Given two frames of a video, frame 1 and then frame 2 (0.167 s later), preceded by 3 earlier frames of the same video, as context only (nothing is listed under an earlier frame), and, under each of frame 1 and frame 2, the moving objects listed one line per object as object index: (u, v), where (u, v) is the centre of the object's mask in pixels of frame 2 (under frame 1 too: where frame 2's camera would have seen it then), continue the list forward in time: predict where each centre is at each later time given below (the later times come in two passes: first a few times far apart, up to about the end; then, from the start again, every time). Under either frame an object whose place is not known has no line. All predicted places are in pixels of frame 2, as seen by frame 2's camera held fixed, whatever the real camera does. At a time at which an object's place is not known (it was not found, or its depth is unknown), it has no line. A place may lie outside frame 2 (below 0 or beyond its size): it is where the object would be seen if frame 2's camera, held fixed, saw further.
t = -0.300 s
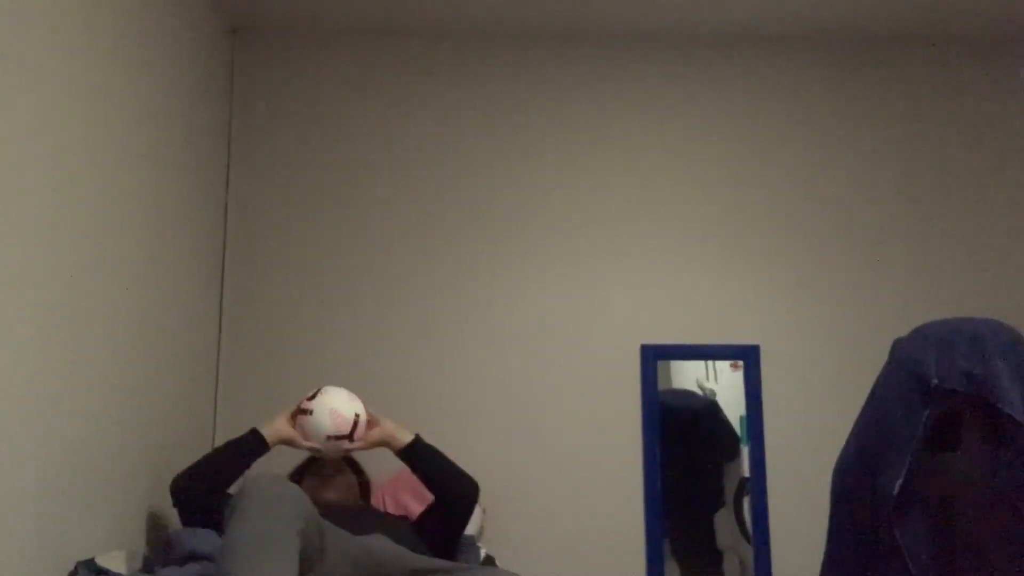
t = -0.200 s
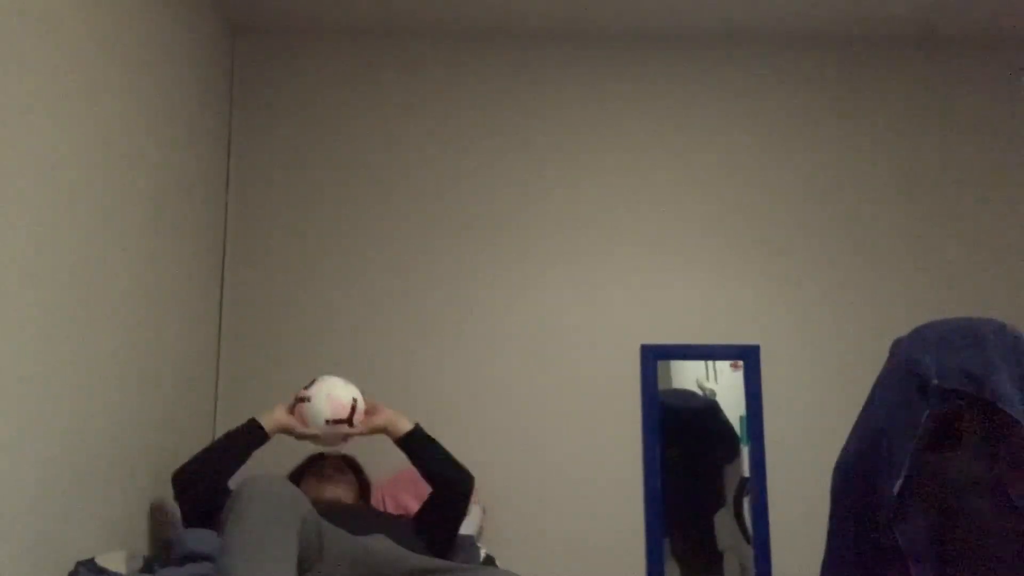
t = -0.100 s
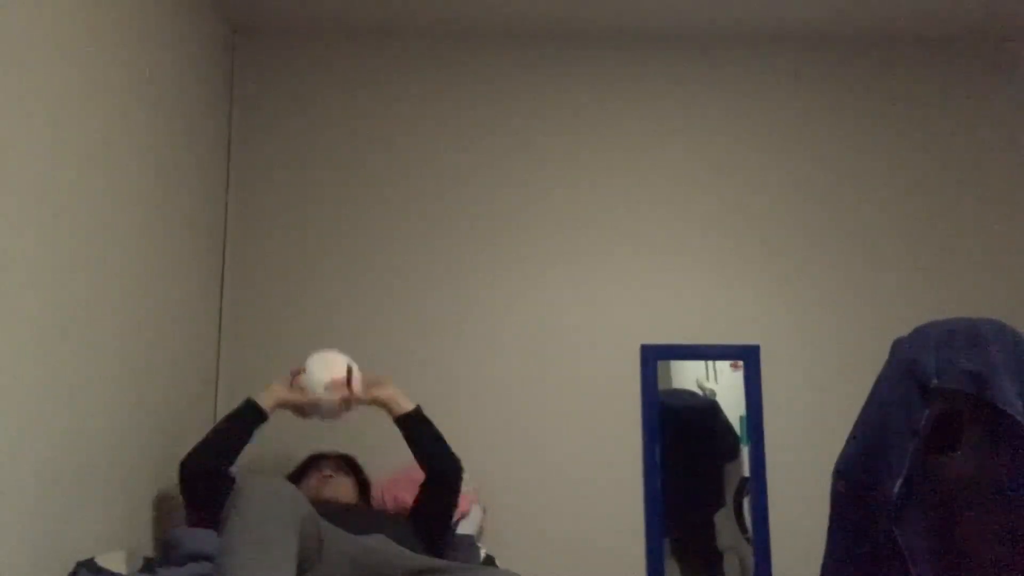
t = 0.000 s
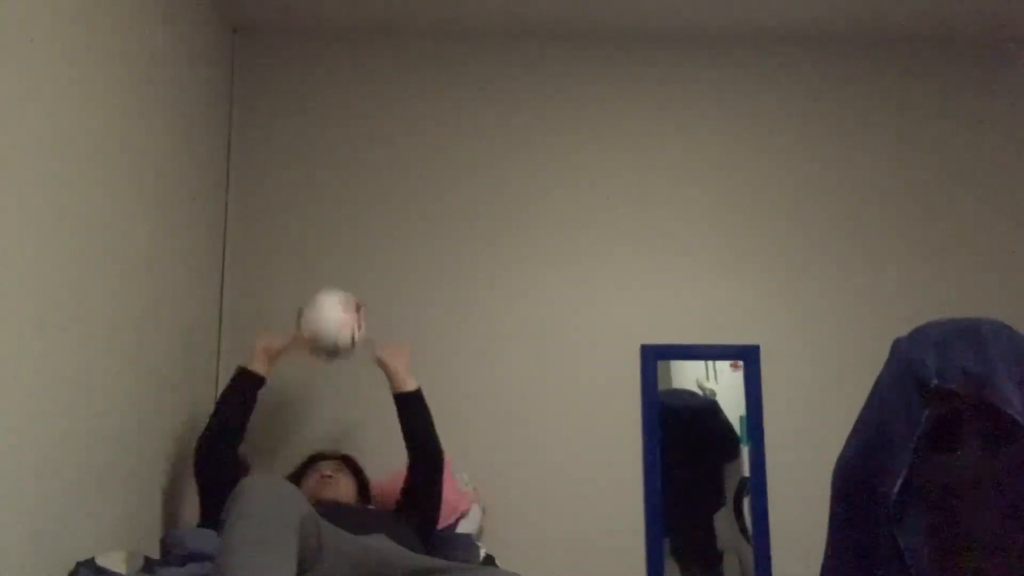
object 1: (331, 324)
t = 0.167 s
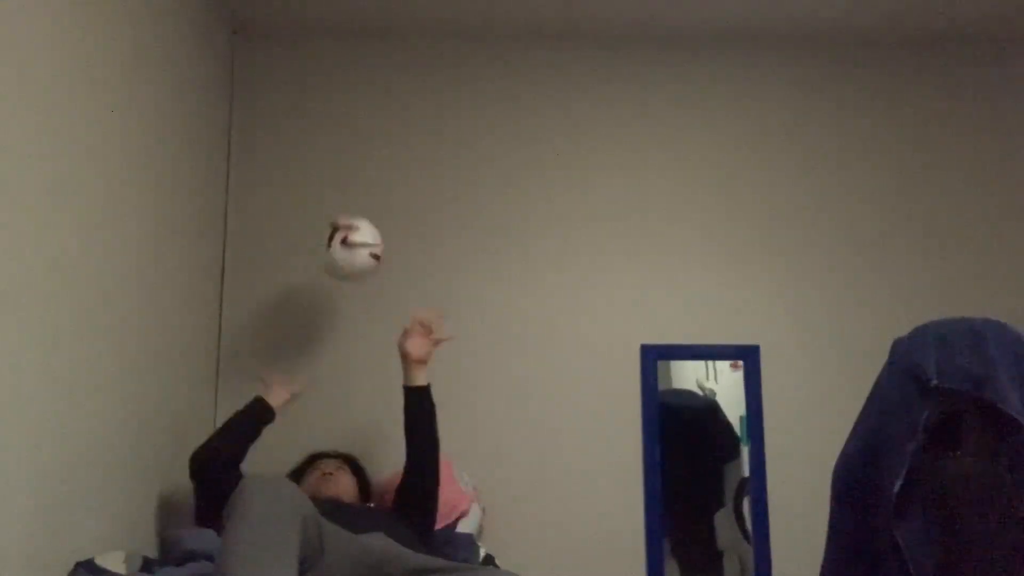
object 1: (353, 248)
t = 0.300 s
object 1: (364, 247)
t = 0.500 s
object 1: (381, 354)
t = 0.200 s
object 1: (354, 245)
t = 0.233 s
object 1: (356, 243)
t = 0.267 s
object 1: (359, 244)
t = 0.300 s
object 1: (364, 247)
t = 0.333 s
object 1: (368, 254)
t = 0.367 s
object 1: (372, 267)
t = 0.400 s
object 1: (374, 287)
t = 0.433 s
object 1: (376, 306)
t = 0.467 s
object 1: (380, 328)
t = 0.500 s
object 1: (381, 354)
